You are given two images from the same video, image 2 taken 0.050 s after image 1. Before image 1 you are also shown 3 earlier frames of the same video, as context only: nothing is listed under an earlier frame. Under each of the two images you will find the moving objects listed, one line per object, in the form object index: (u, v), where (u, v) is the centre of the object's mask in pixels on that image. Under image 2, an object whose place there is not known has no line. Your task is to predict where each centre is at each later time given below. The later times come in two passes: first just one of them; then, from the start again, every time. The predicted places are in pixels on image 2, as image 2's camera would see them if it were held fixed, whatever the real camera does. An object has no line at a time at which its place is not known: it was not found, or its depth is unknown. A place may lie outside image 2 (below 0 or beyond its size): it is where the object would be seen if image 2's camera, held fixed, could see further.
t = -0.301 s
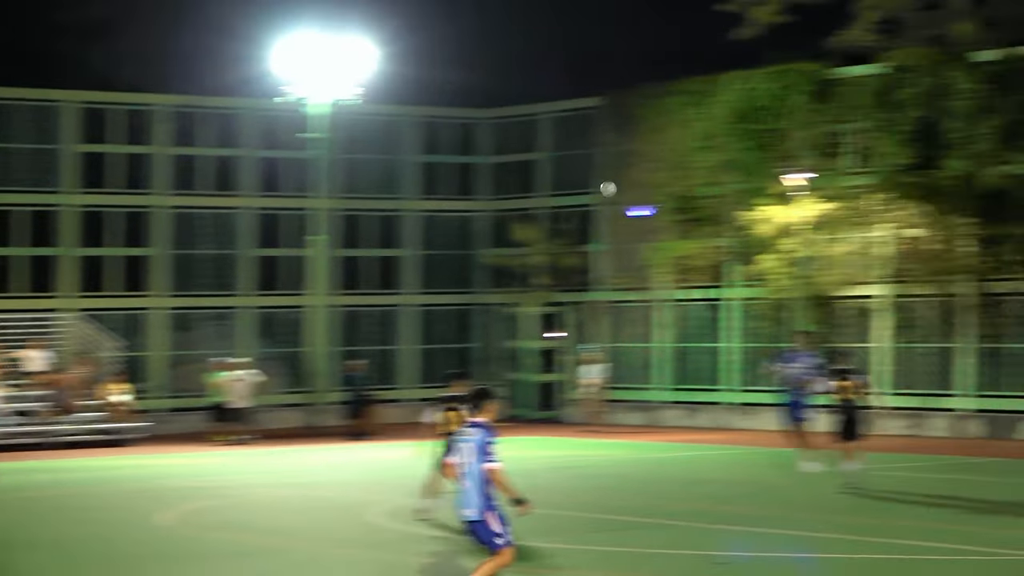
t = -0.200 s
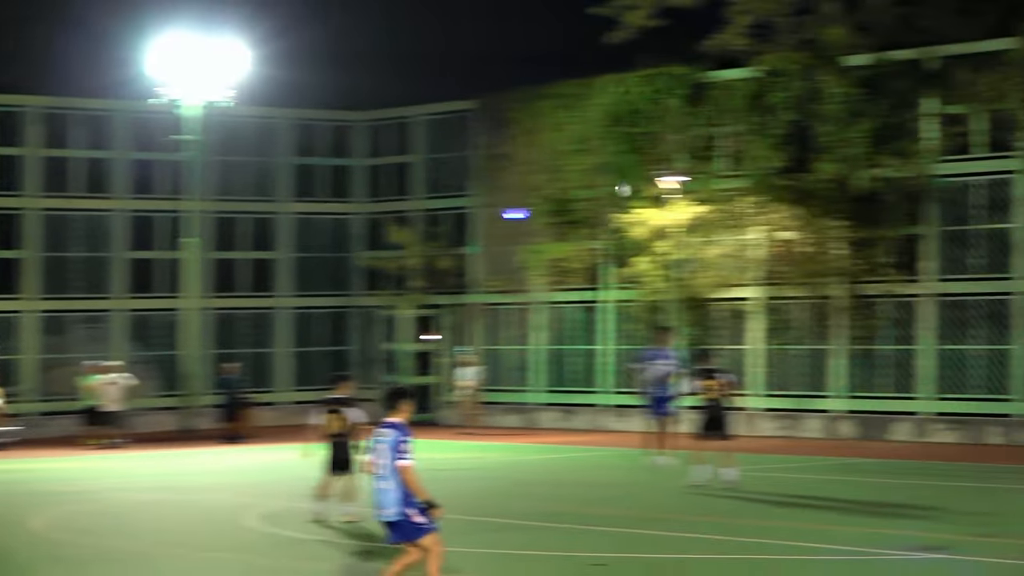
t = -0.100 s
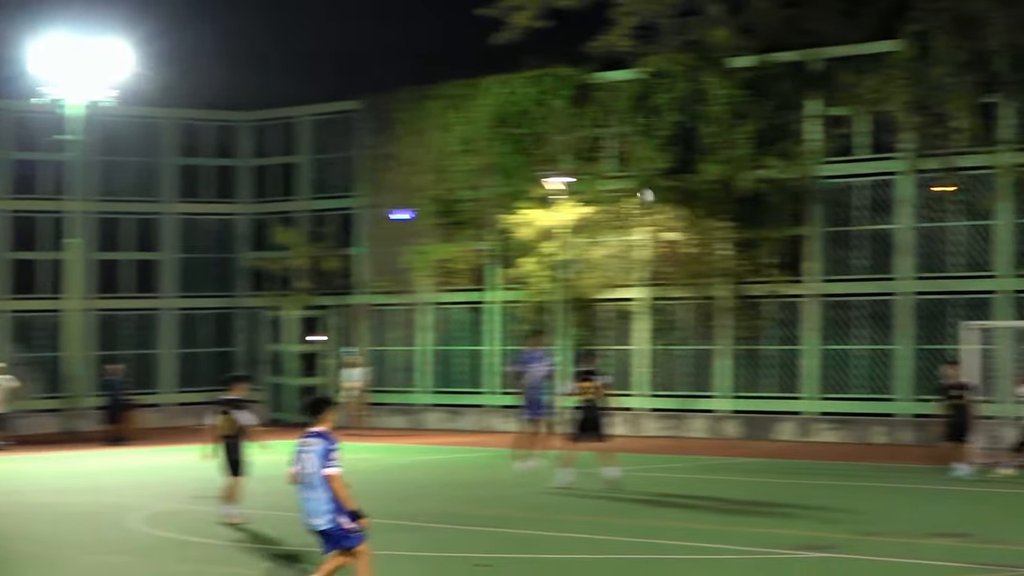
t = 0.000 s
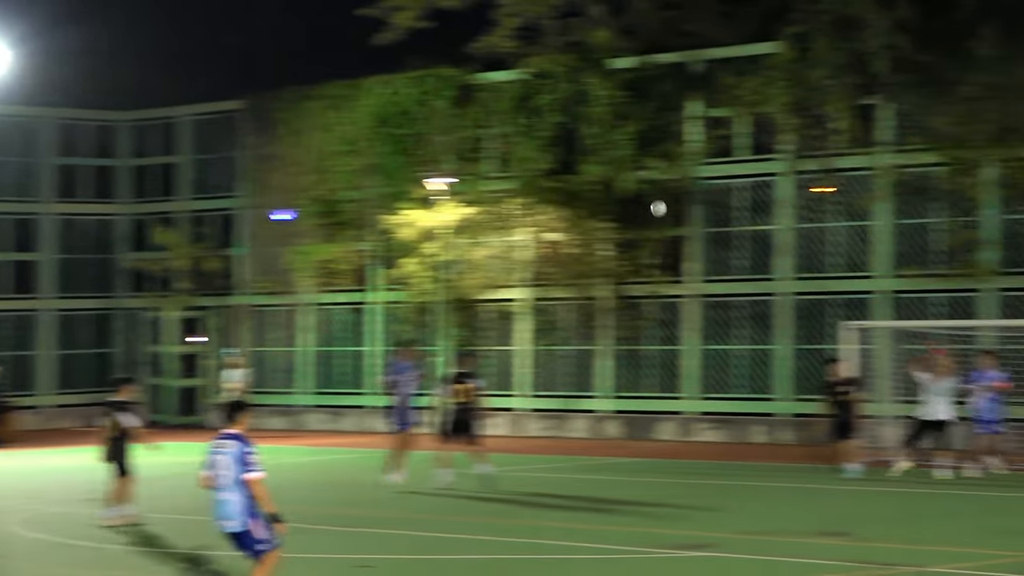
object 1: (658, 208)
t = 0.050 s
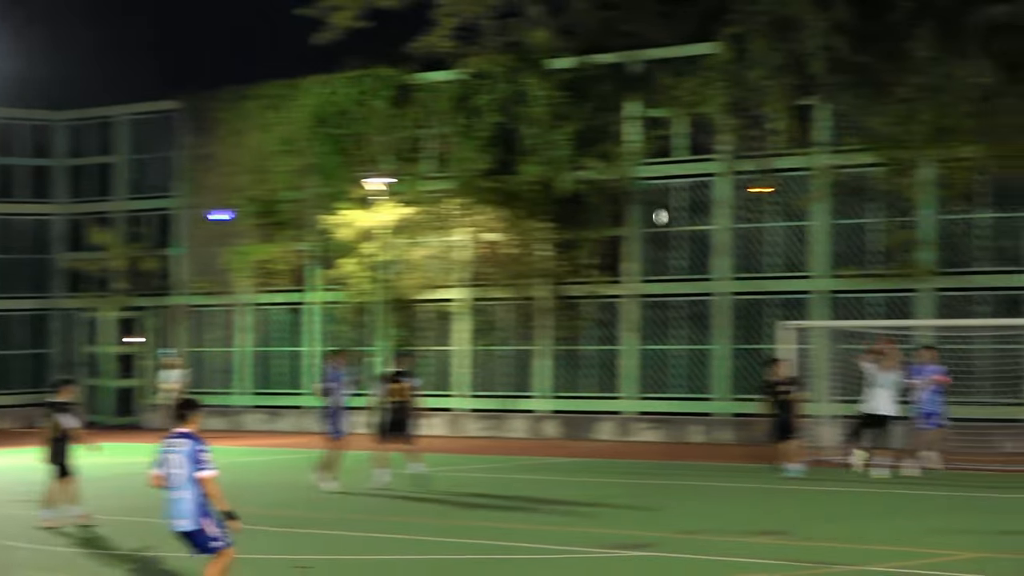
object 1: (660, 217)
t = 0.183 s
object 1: (823, 249)
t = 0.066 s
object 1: (681, 220)
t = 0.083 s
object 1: (702, 223)
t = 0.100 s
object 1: (723, 227)
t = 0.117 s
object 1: (743, 231)
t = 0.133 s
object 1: (763, 235)
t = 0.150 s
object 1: (783, 239)
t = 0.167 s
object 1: (802, 244)
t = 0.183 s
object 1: (823, 249)
